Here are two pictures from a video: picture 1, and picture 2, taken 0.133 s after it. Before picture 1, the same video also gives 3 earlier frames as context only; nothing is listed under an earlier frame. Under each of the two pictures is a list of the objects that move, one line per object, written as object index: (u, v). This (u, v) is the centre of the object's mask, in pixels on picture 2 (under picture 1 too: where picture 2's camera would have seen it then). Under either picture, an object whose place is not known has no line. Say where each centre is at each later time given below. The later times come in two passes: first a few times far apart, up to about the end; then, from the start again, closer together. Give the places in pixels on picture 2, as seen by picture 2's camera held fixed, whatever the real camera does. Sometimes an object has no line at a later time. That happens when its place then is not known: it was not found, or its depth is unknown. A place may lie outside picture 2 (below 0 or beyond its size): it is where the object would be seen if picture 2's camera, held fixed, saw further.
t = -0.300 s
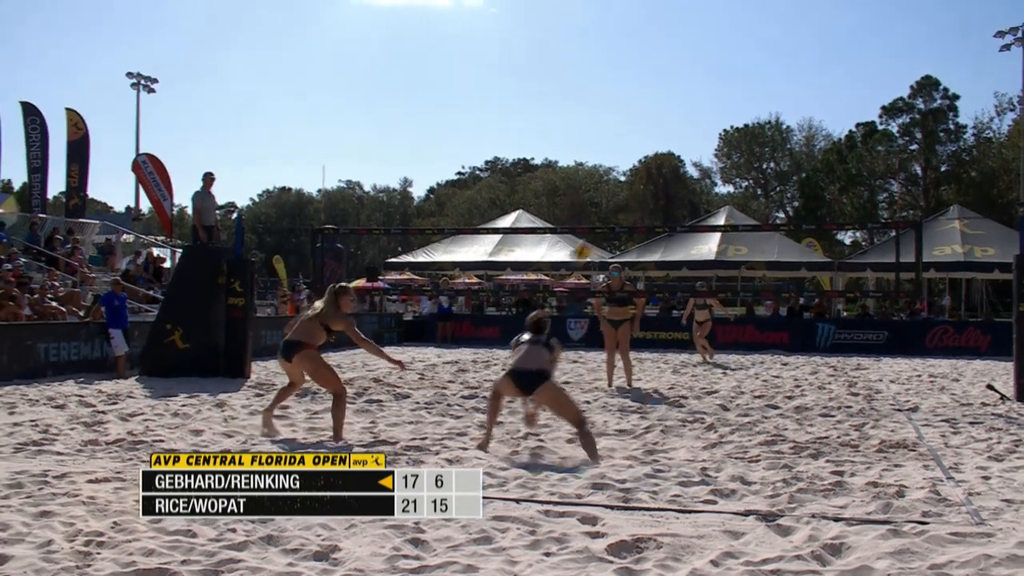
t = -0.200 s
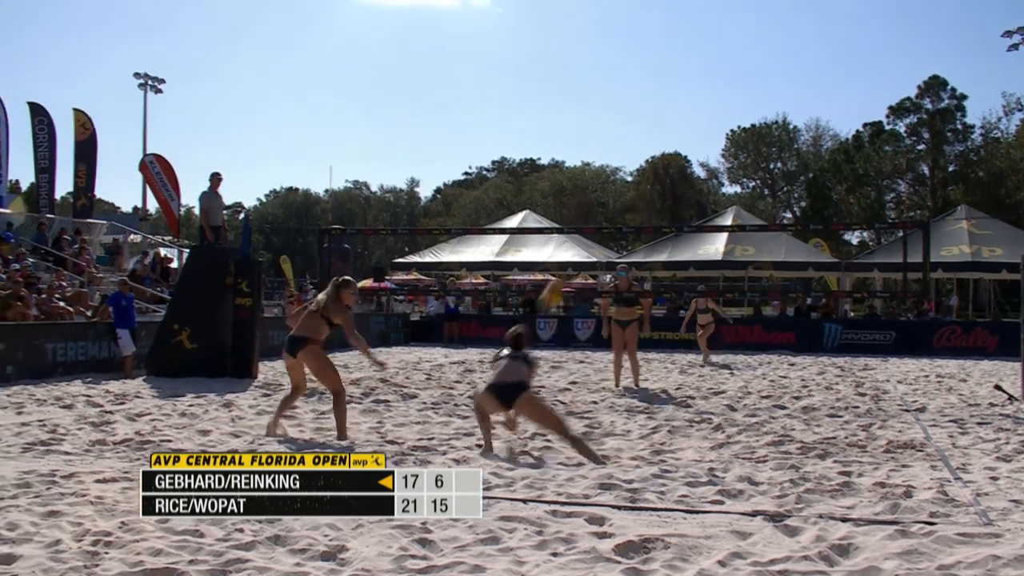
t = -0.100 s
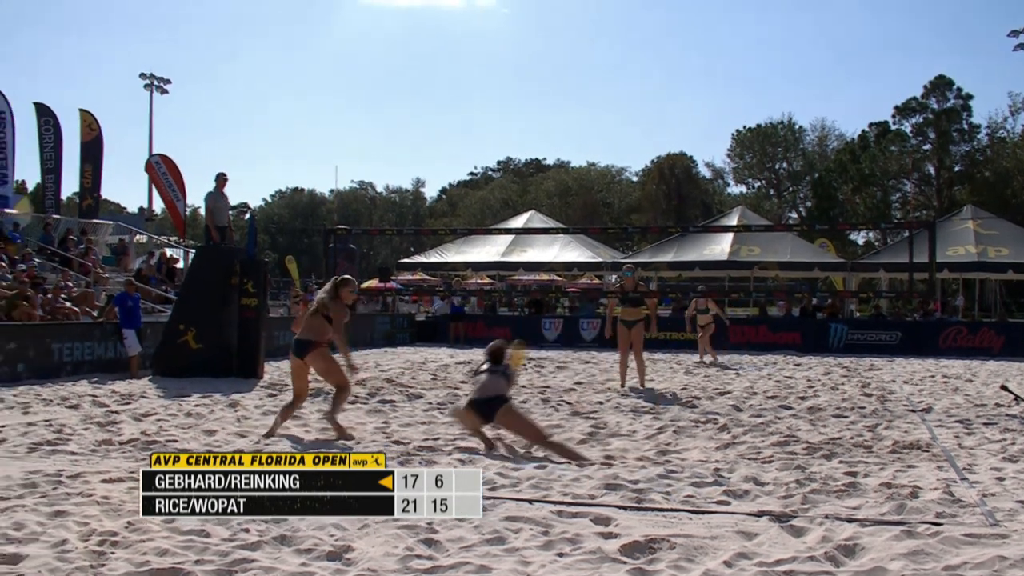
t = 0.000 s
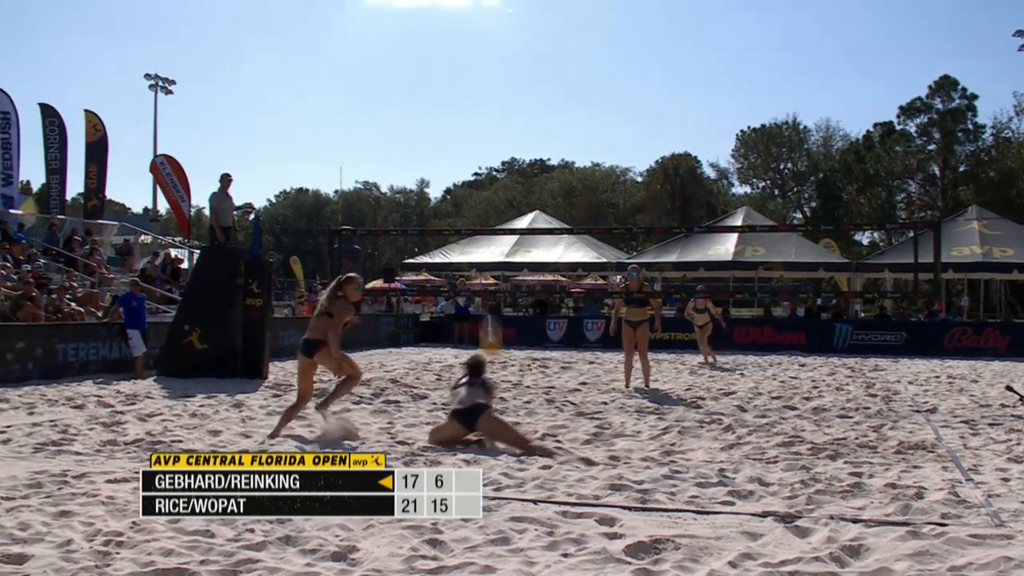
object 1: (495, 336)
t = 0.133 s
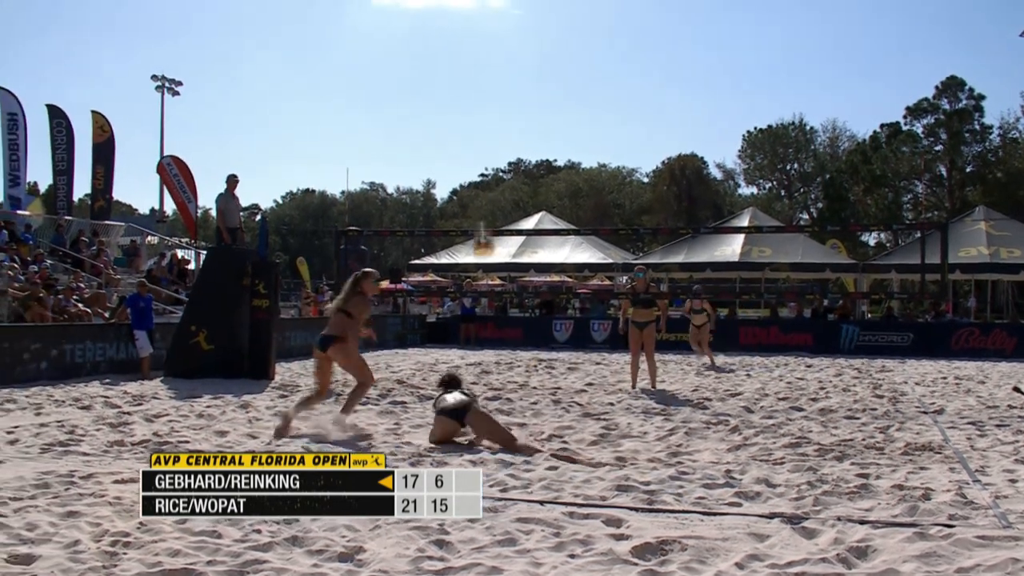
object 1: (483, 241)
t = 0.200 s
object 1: (476, 203)
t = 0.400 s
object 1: (457, 121)
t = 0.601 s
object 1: (436, 82)
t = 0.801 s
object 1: (417, 82)
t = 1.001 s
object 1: (398, 115)
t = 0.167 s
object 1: (480, 221)
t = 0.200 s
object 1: (476, 203)
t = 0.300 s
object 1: (466, 156)
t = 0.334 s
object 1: (463, 143)
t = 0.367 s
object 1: (460, 131)
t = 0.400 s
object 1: (457, 121)
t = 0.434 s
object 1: (453, 111)
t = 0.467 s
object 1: (450, 103)
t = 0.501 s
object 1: (446, 96)
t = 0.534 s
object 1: (443, 91)
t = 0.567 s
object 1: (440, 86)
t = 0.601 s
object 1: (436, 82)
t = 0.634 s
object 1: (433, 80)
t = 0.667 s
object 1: (430, 78)
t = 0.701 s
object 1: (426, 77)
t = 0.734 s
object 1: (423, 78)
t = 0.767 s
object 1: (420, 79)
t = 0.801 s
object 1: (417, 82)
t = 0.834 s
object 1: (414, 85)
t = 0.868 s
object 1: (410, 89)
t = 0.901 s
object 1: (407, 95)
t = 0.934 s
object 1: (404, 101)
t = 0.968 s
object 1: (401, 107)
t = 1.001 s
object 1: (398, 115)
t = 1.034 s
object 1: (395, 124)
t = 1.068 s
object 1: (391, 134)
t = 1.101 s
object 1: (388, 144)
